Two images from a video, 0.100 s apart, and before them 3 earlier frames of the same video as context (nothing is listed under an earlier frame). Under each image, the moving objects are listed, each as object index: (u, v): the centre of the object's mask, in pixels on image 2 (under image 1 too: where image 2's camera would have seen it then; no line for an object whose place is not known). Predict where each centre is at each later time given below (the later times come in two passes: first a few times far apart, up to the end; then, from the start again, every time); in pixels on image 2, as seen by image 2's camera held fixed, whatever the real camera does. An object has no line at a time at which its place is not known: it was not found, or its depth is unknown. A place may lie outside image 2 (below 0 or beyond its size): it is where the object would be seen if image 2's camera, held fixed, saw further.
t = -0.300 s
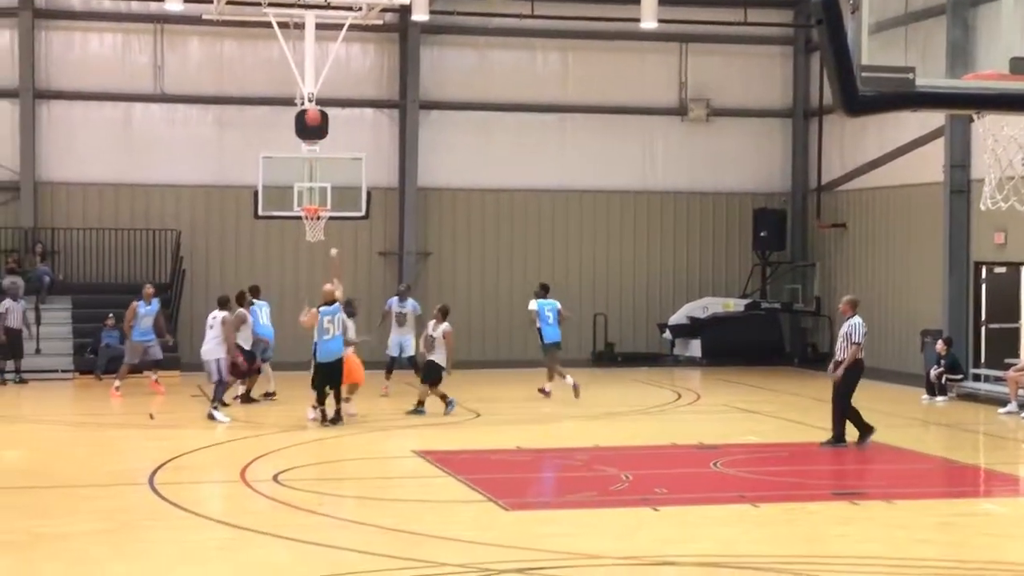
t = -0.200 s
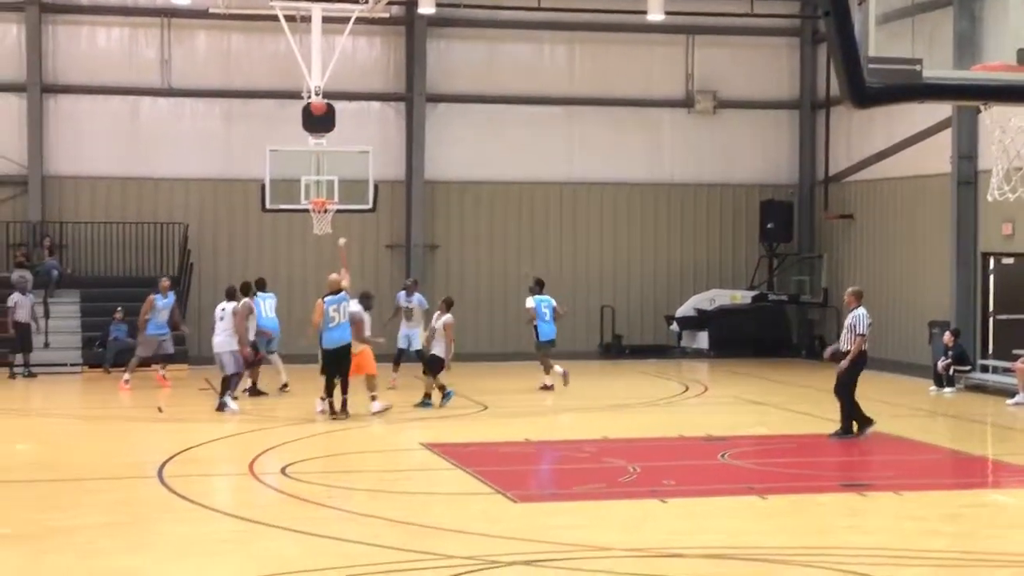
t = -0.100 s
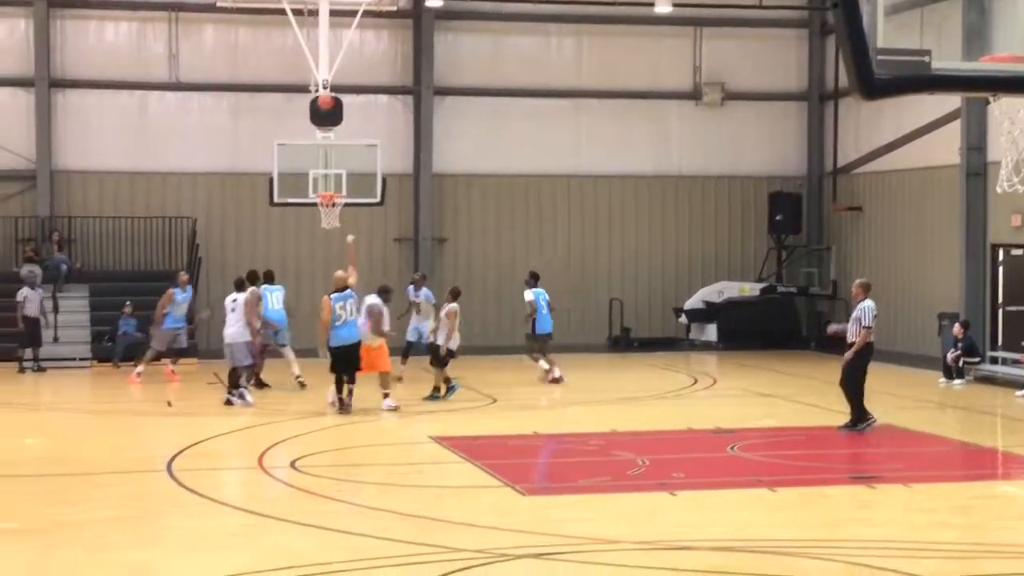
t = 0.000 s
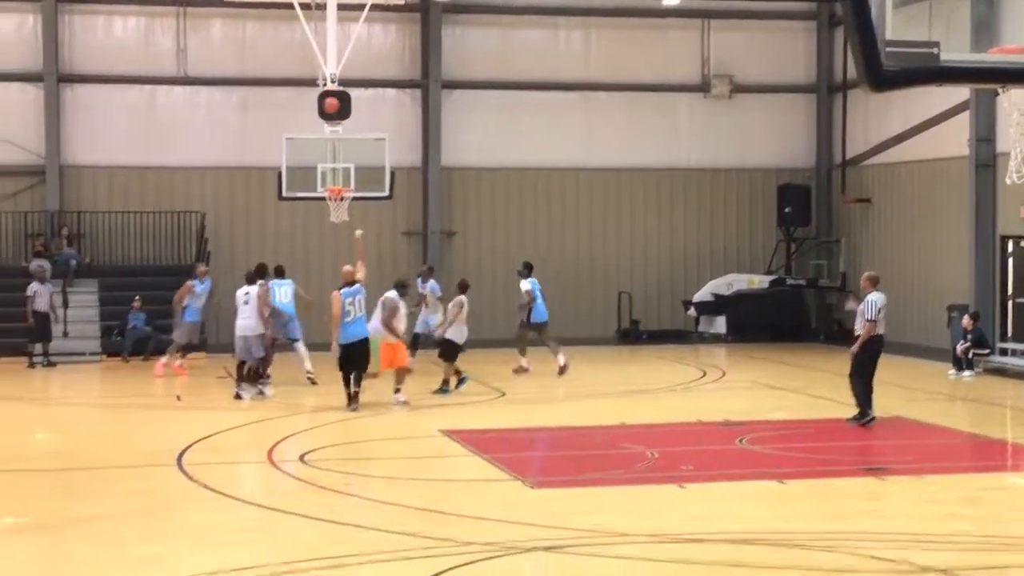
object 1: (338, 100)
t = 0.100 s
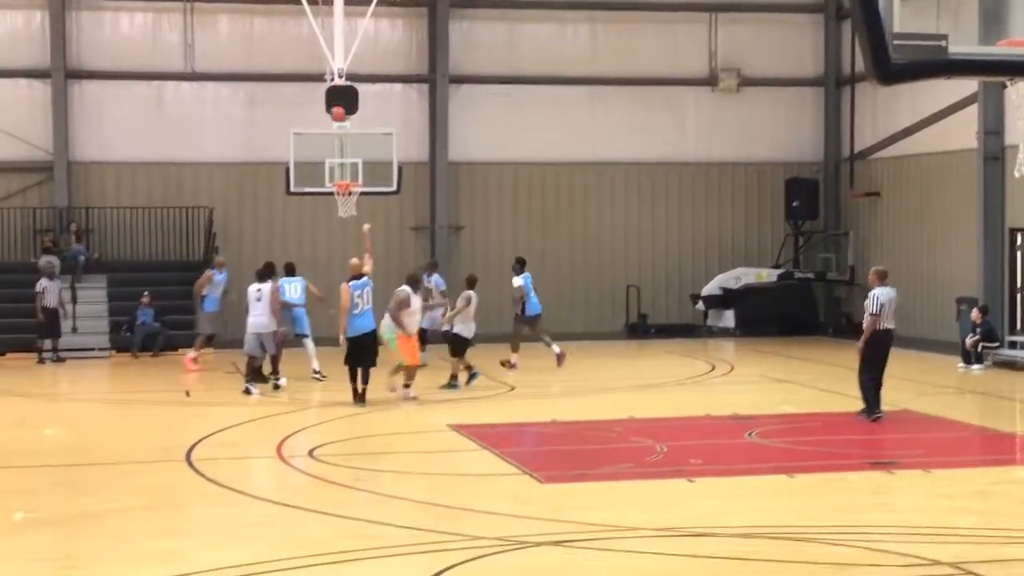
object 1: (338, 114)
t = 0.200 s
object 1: (336, 134)
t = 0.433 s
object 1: (330, 167)
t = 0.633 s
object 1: (314, 146)
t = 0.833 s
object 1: (301, 146)
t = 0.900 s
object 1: (297, 148)
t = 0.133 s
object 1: (336, 121)
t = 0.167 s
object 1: (336, 126)
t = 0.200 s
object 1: (336, 134)
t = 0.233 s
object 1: (336, 142)
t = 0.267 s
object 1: (335, 152)
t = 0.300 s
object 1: (336, 160)
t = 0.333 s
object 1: (335, 168)
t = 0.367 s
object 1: (334, 177)
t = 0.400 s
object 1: (332, 171)
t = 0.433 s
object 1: (330, 167)
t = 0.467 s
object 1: (329, 163)
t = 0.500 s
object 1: (325, 157)
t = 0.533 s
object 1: (322, 154)
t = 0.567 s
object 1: (319, 150)
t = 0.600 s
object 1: (317, 149)
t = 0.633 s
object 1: (314, 146)
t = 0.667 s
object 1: (312, 145)
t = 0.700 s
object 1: (310, 145)
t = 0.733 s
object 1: (307, 145)
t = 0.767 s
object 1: (305, 145)
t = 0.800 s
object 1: (302, 147)
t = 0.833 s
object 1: (301, 146)
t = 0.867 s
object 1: (299, 147)
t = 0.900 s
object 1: (297, 148)
